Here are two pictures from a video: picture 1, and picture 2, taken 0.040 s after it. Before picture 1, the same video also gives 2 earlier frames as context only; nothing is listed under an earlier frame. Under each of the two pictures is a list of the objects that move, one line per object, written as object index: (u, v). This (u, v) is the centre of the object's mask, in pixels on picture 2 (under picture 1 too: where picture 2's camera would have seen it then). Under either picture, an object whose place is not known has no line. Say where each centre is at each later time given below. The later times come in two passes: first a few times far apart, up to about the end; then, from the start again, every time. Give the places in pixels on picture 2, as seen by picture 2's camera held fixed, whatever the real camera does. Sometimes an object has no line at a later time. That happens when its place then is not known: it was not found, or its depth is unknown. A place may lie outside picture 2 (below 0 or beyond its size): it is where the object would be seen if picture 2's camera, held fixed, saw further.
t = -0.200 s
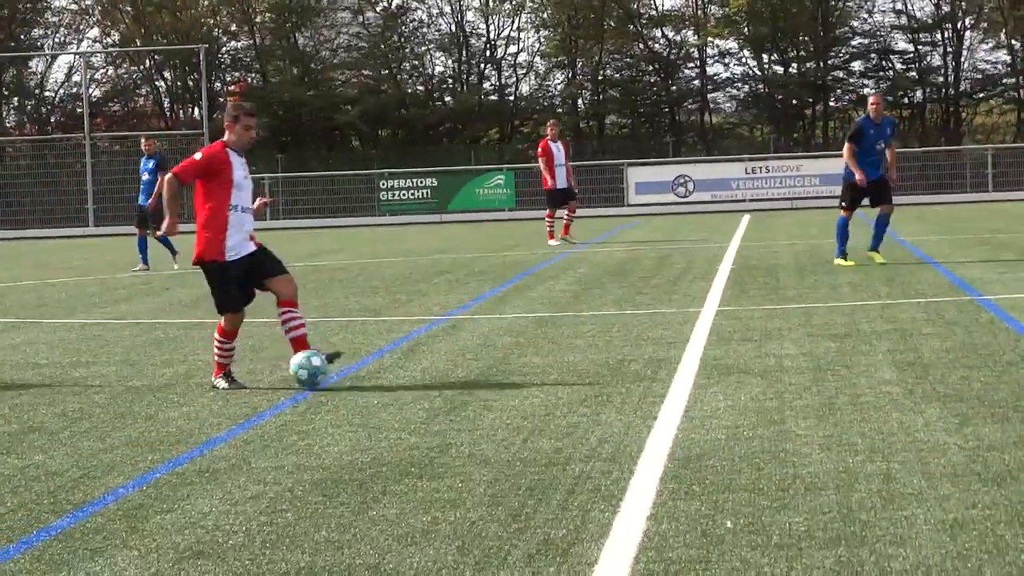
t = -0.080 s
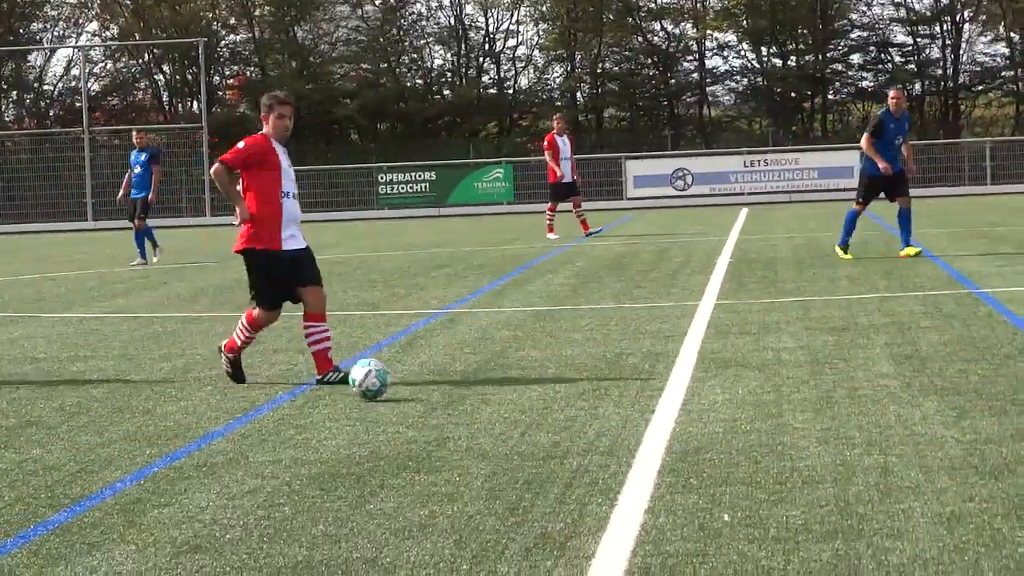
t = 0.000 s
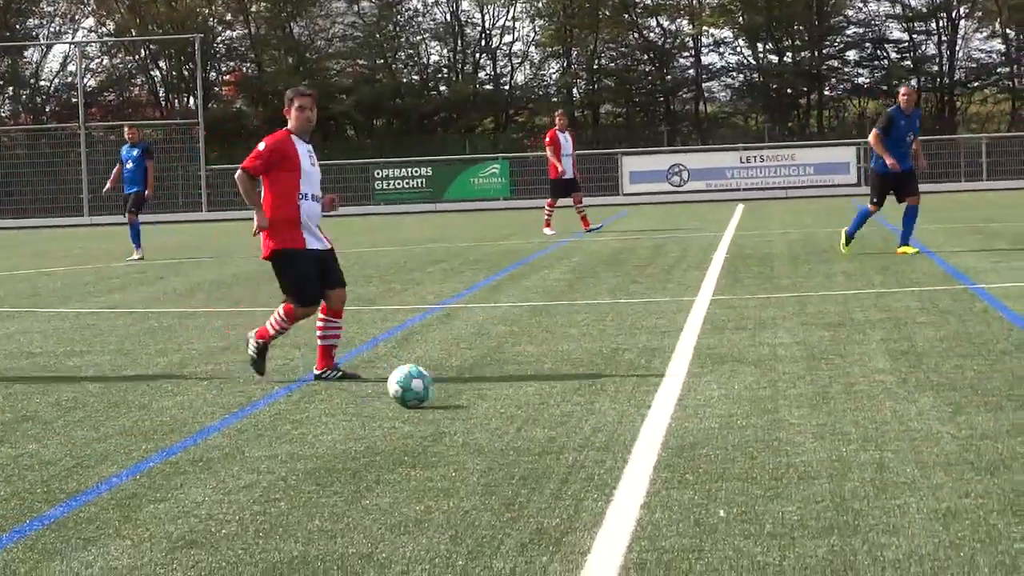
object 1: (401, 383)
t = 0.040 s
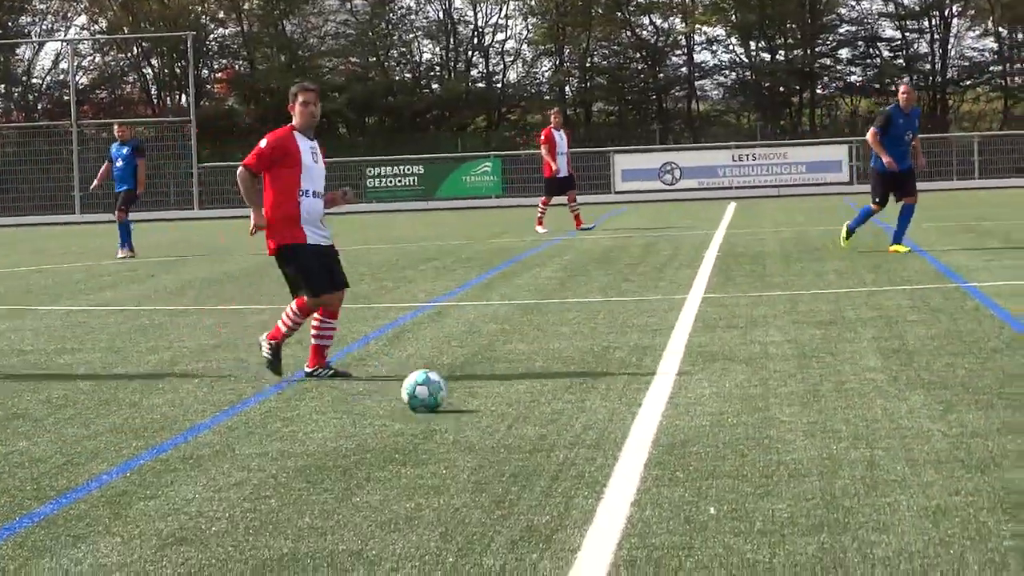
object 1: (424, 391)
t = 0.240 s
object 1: (544, 418)
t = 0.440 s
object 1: (680, 452)
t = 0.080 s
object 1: (447, 396)
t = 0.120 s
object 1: (472, 401)
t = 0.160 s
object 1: (498, 410)
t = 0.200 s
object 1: (523, 413)
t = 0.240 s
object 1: (544, 418)
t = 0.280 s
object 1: (569, 425)
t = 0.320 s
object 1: (598, 436)
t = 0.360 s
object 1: (623, 439)
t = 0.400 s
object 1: (652, 444)
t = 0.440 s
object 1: (680, 452)
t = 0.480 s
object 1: (711, 465)
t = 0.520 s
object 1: (741, 468)
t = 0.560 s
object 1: (770, 474)
